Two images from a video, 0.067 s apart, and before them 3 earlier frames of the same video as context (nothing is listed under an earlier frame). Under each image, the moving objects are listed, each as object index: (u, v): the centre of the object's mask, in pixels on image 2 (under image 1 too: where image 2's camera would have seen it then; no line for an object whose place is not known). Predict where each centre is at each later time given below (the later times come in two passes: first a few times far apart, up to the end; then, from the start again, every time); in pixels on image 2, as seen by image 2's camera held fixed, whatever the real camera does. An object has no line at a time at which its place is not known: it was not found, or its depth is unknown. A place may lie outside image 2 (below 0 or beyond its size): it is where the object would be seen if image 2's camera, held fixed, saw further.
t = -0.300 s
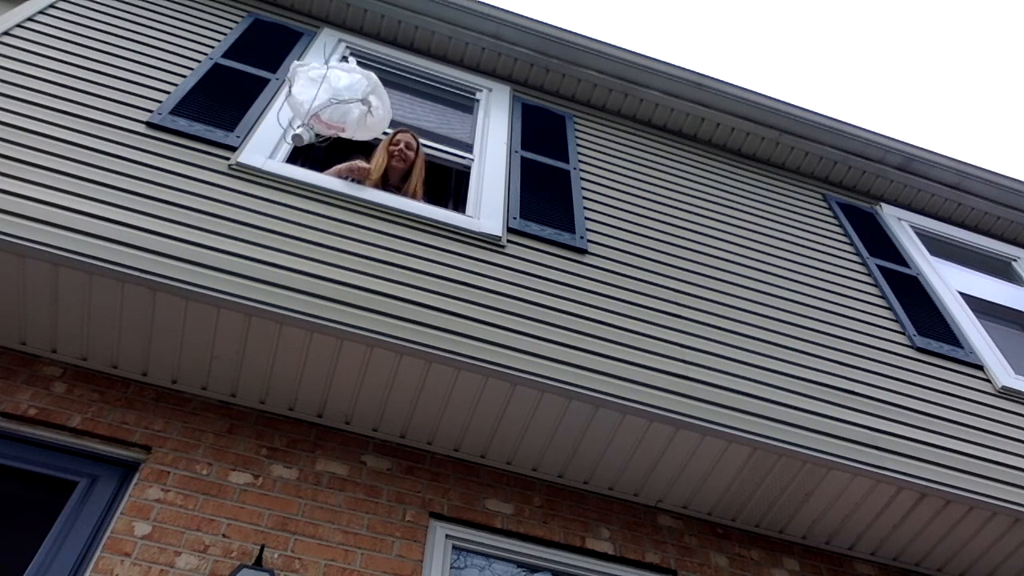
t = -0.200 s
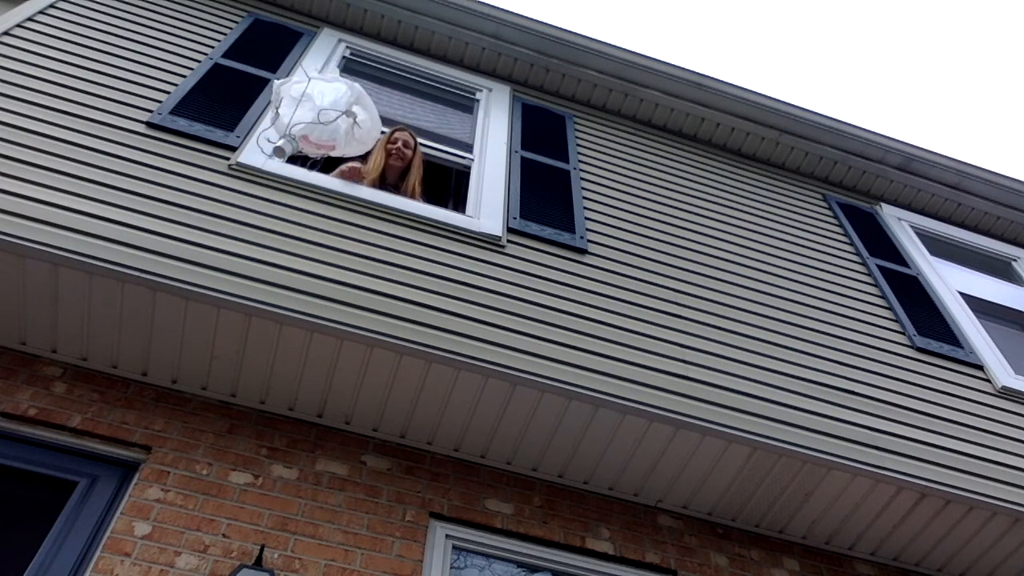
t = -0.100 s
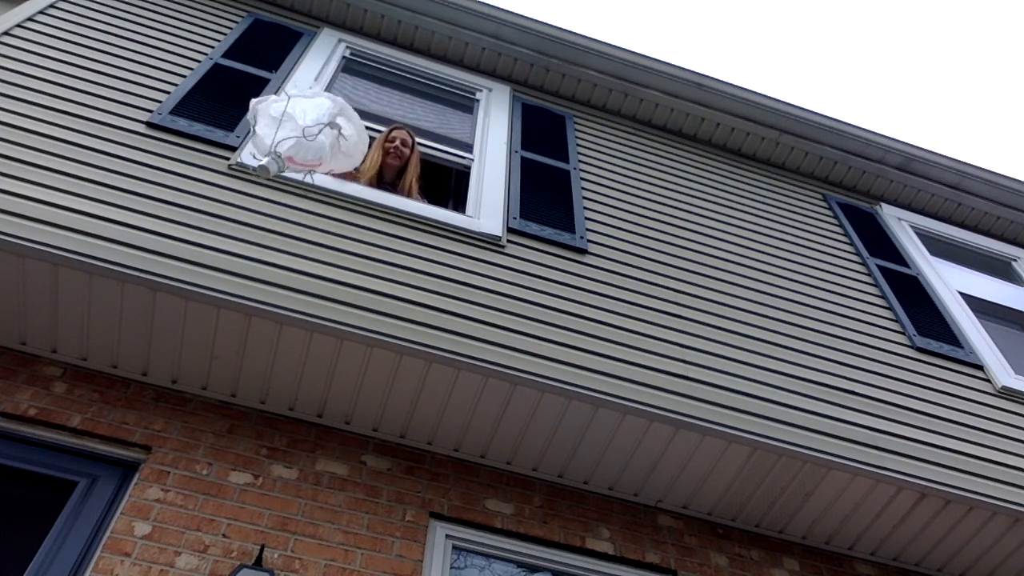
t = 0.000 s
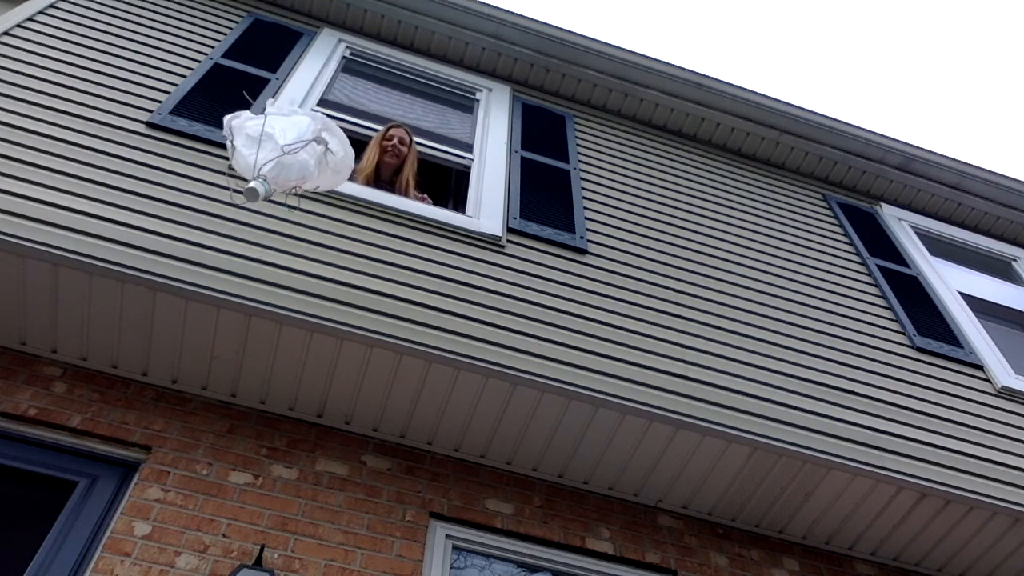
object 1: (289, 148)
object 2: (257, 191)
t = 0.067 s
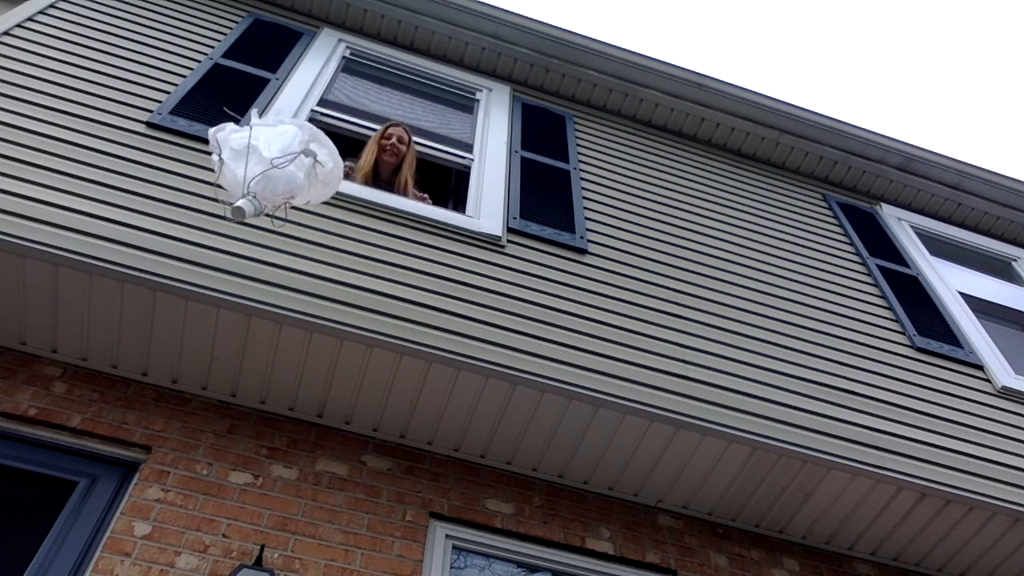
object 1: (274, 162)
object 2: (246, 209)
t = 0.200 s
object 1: (250, 191)
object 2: (216, 250)
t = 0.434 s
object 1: (201, 263)
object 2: (157, 354)
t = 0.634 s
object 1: (162, 354)
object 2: (92, 471)
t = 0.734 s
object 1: (139, 411)
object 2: (61, 543)
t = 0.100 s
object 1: (269, 168)
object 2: (239, 218)
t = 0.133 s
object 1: (263, 175)
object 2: (231, 228)
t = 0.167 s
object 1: (256, 183)
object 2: (224, 238)
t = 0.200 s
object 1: (250, 191)
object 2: (216, 250)
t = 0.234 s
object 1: (243, 199)
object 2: (208, 261)
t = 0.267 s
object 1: (235, 209)
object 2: (200, 275)
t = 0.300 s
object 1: (229, 218)
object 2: (193, 290)
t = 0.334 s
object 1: (222, 229)
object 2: (185, 305)
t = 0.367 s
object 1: (215, 239)
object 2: (176, 320)
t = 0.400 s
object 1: (208, 250)
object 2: (167, 337)
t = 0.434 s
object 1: (201, 263)
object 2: (157, 354)
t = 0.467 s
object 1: (195, 276)
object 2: (147, 372)
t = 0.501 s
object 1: (189, 290)
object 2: (137, 390)
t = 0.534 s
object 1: (182, 304)
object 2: (126, 408)
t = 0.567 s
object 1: (176, 320)
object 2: (115, 428)
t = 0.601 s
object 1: (169, 336)
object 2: (103, 449)
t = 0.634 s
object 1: (162, 354)
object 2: (92, 471)
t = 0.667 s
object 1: (155, 372)
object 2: (82, 494)
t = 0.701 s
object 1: (147, 391)
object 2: (72, 517)
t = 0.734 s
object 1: (139, 411)
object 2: (61, 543)
